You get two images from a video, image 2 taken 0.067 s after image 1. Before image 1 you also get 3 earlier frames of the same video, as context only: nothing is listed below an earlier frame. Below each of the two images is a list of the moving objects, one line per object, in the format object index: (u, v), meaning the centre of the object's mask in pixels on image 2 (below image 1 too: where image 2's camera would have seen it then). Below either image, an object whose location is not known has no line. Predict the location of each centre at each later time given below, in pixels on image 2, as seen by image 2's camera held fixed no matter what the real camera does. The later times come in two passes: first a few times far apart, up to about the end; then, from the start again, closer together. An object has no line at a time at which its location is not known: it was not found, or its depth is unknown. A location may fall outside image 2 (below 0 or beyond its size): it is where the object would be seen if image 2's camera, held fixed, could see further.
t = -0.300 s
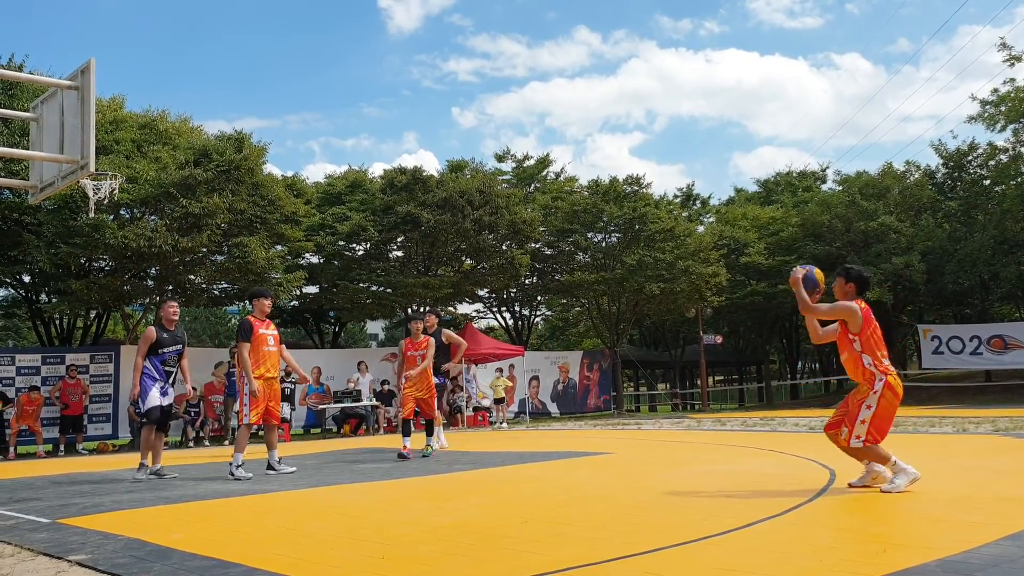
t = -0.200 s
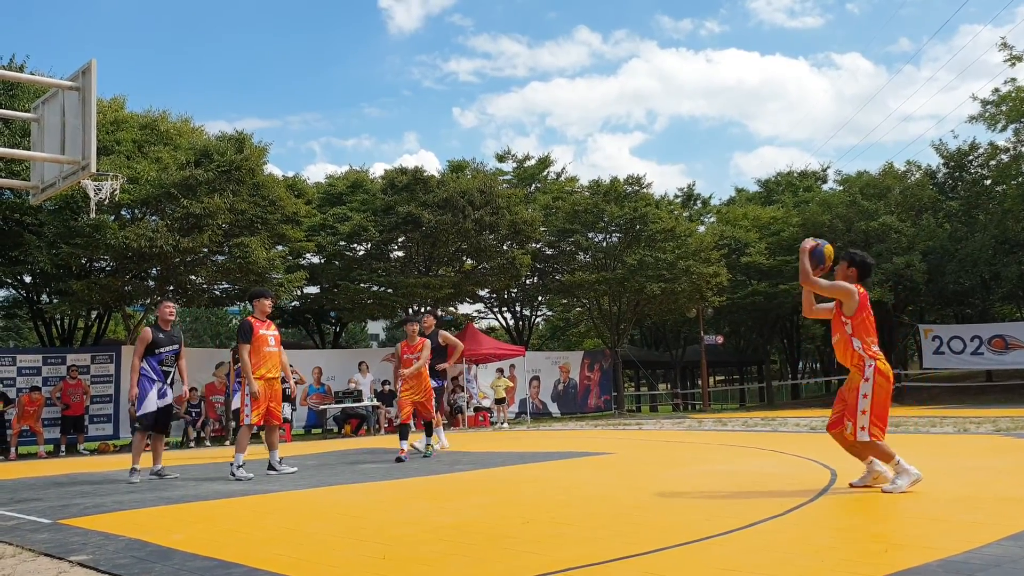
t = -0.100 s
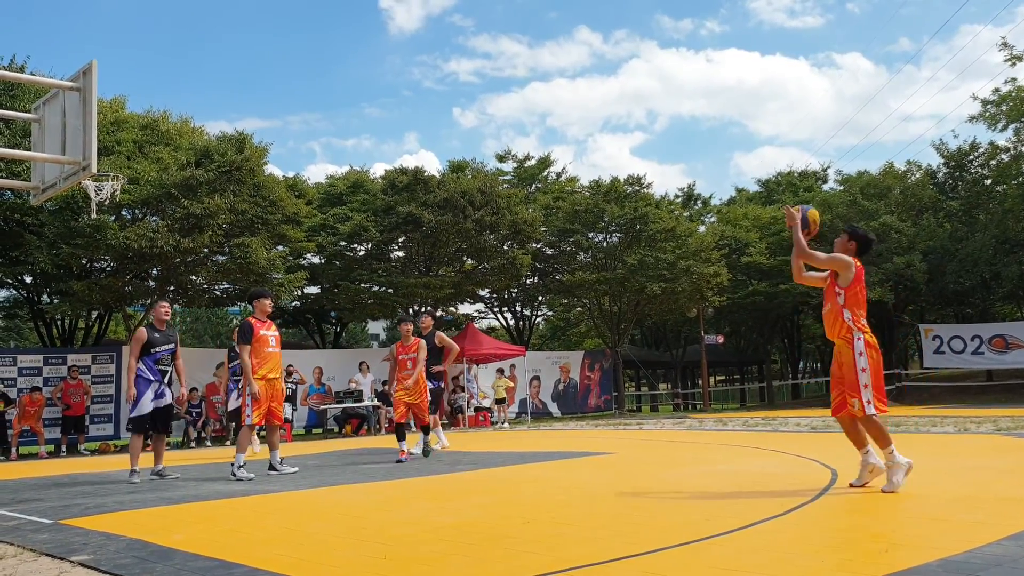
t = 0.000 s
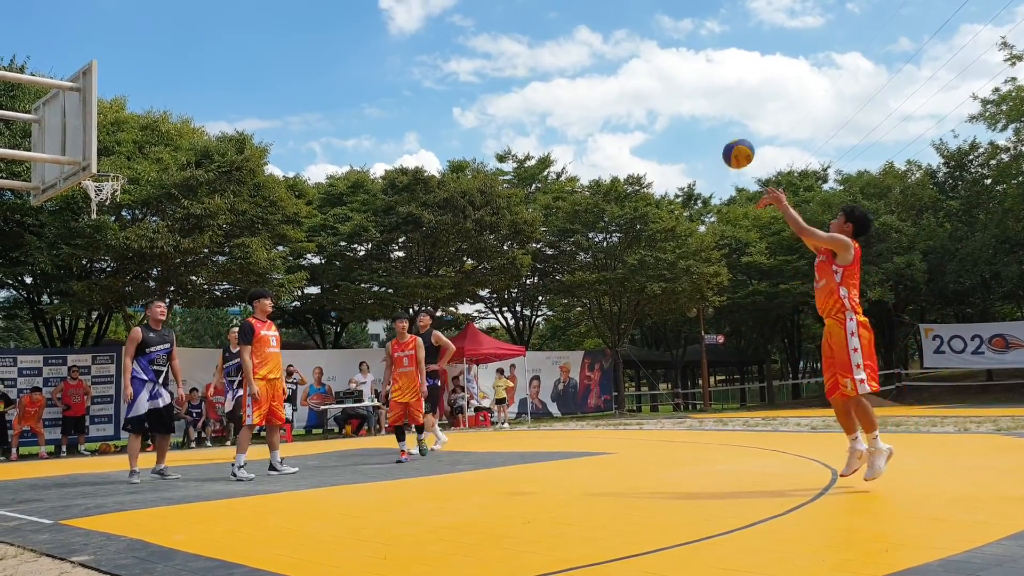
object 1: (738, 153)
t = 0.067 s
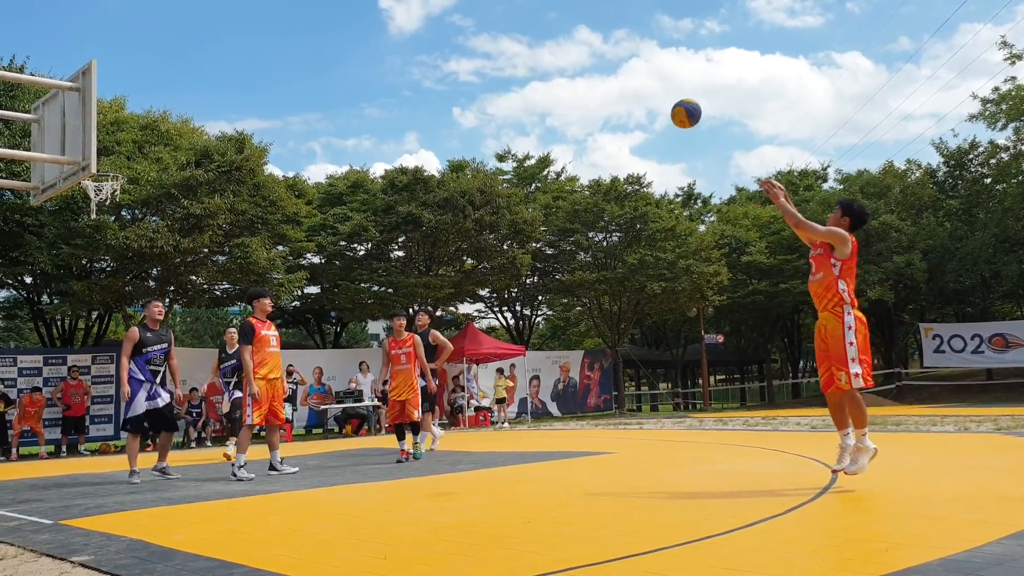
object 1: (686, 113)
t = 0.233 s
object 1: (568, 44)
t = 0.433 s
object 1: (443, 9)
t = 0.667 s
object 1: (317, 19)
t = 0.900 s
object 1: (205, 84)
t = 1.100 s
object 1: (125, 166)
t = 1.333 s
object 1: (128, 136)
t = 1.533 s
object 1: (130, 148)
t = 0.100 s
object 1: (661, 96)
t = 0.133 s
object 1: (637, 81)
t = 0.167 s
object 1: (613, 67)
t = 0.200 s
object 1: (590, 55)
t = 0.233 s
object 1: (568, 44)
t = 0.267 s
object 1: (546, 34)
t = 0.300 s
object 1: (524, 26)
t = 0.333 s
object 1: (503, 19)
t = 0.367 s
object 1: (483, 13)
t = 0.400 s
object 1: (463, 11)
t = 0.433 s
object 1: (443, 9)
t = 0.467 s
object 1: (424, 8)
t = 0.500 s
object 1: (405, 8)
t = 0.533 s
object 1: (387, 8)
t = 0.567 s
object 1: (369, 9)
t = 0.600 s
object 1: (352, 11)
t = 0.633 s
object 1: (334, 14)
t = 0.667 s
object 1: (317, 19)
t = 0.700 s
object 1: (300, 25)
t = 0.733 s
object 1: (284, 32)
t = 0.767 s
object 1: (268, 41)
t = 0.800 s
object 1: (252, 50)
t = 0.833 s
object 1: (235, 61)
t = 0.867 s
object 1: (220, 72)
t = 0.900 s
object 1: (205, 84)
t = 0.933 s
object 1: (190, 97)
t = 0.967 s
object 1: (176, 110)
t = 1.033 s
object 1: (148, 141)
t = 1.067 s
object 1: (133, 158)
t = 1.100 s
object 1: (125, 166)
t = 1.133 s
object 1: (125, 159)
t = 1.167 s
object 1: (126, 152)
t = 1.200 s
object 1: (126, 147)
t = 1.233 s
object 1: (127, 142)
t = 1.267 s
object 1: (127, 139)
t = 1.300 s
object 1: (127, 137)
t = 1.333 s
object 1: (128, 136)
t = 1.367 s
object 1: (128, 135)
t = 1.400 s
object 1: (128, 135)
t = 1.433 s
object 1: (128, 137)
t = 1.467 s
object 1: (129, 140)
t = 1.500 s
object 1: (130, 143)
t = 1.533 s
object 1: (130, 148)
